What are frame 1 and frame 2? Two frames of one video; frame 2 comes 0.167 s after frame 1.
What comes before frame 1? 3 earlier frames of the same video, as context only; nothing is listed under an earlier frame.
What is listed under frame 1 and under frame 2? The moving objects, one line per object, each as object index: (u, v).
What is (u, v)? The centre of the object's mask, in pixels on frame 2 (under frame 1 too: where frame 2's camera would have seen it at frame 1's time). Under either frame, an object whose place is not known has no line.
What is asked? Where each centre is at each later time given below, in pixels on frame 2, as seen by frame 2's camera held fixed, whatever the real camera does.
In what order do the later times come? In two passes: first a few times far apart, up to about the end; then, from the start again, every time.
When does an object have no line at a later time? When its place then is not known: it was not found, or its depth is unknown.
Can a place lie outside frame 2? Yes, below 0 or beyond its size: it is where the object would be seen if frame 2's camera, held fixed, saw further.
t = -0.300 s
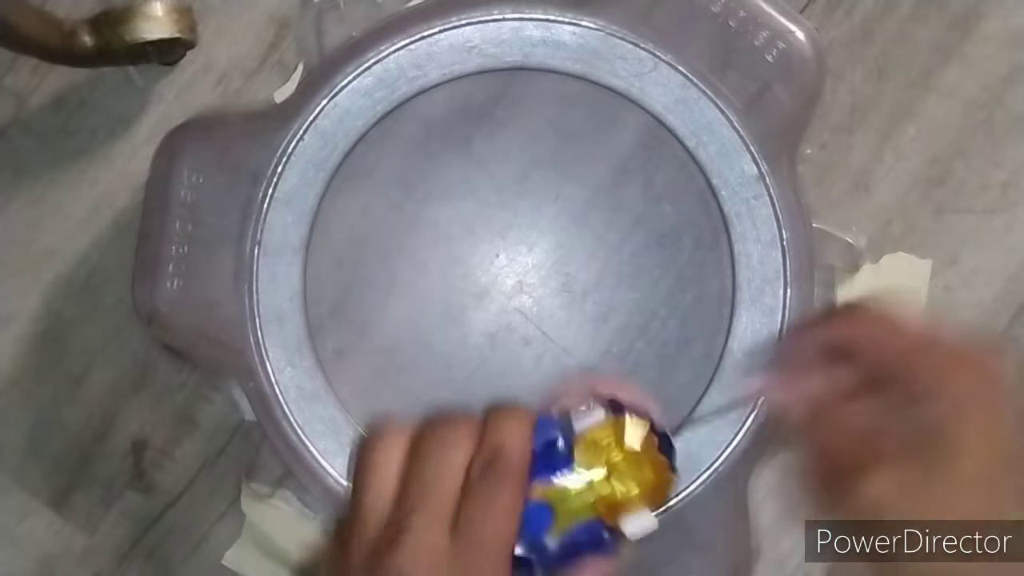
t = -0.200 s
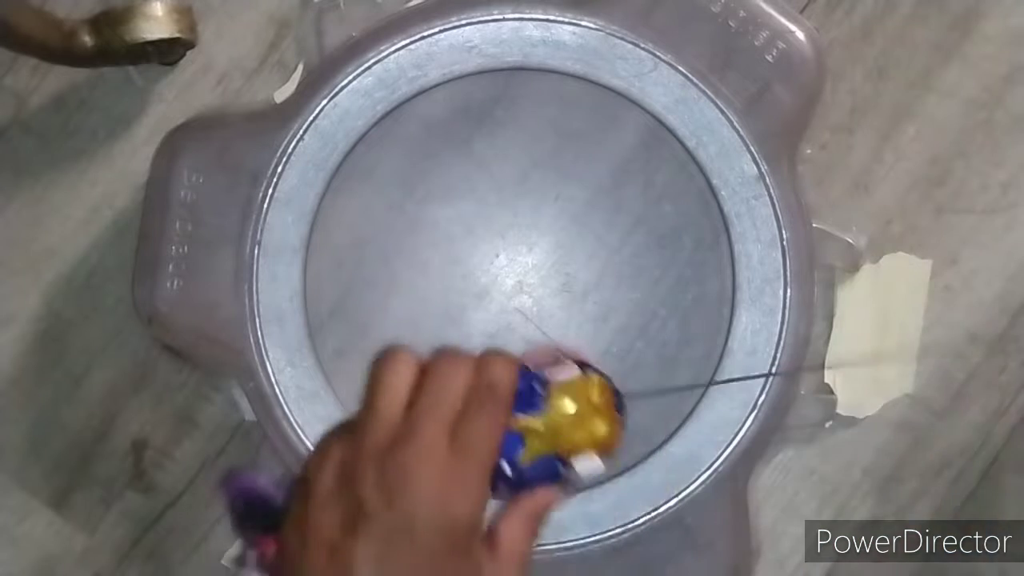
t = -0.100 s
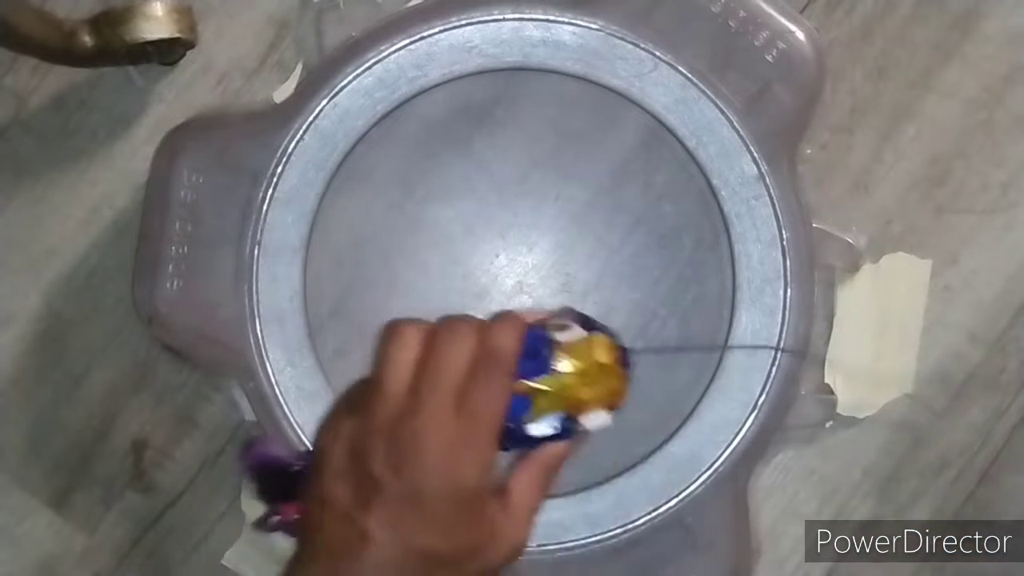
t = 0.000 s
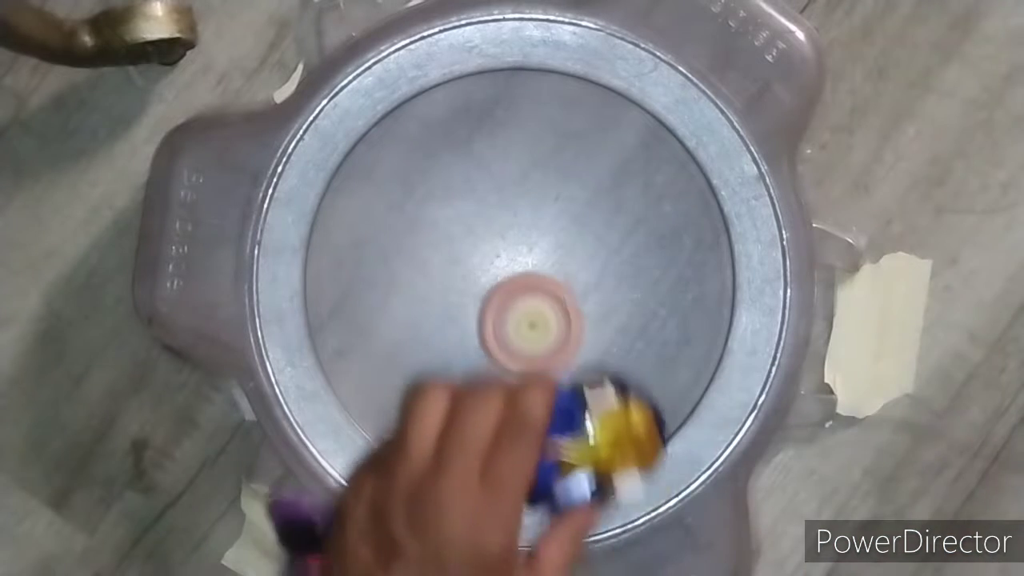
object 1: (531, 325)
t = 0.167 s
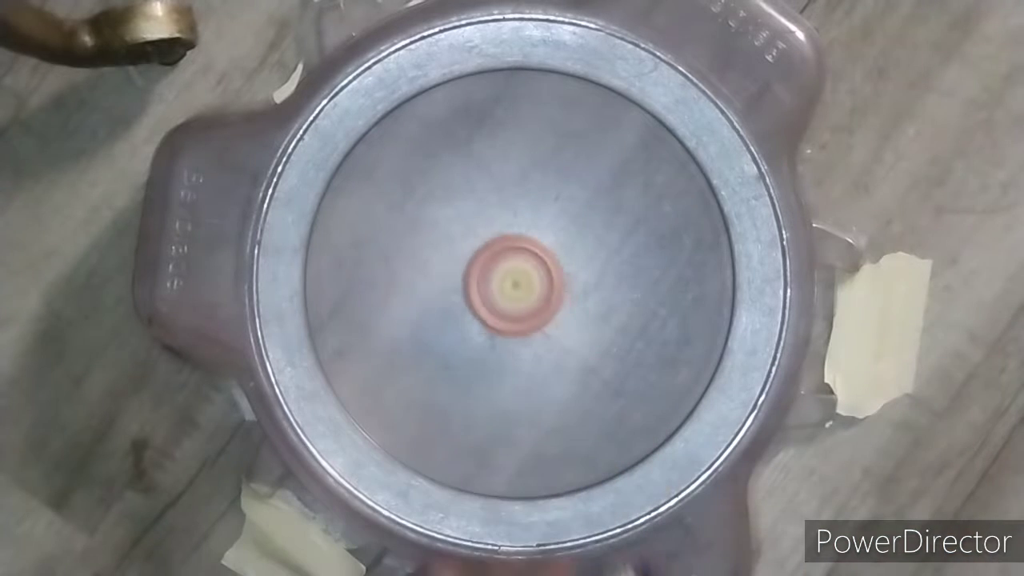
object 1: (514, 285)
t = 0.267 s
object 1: (511, 283)
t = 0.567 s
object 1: (520, 374)
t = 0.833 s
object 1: (476, 418)
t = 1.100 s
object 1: (439, 389)
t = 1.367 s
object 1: (473, 329)
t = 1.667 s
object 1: (558, 342)
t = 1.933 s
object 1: (576, 389)
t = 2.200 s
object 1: (547, 401)
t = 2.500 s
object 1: (536, 340)
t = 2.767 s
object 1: (573, 308)
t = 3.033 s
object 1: (596, 304)
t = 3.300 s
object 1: (602, 309)
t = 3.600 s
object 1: (578, 293)
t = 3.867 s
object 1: (571, 260)
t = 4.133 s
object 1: (576, 243)
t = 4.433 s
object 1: (565, 244)
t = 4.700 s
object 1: (541, 235)
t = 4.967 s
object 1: (528, 225)
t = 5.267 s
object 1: (515, 228)
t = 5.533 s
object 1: (498, 235)
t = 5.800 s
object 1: (480, 242)
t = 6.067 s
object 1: (468, 252)
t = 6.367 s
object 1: (465, 264)
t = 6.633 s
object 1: (468, 284)
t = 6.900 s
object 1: (462, 307)
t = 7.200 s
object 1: (459, 318)
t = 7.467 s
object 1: (472, 321)
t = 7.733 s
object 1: (489, 336)
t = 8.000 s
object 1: (500, 347)
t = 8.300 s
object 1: (516, 348)
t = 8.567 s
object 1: (531, 345)
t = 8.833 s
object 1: (548, 339)
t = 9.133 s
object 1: (562, 332)
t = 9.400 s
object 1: (565, 321)
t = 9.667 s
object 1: (564, 304)
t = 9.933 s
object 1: (563, 284)
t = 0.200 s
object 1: (511, 282)
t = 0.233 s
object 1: (511, 281)
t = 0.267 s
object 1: (511, 283)
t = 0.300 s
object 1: (514, 287)
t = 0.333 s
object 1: (518, 295)
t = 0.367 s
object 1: (523, 306)
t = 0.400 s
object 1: (526, 317)
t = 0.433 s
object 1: (527, 329)
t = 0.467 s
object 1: (527, 341)
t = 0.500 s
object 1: (526, 353)
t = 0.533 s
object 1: (524, 364)
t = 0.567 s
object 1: (520, 374)
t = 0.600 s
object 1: (515, 383)
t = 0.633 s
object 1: (510, 392)
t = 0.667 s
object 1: (505, 398)
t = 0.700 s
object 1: (499, 404)
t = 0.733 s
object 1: (493, 409)
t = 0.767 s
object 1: (488, 413)
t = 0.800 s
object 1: (482, 416)
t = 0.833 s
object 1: (476, 418)
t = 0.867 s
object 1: (469, 417)
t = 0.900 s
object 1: (464, 416)
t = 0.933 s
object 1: (458, 413)
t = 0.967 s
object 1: (452, 410)
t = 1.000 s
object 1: (447, 406)
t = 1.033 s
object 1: (444, 402)
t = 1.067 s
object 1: (441, 396)
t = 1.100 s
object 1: (439, 389)
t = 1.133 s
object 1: (436, 382)
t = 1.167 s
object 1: (437, 374)
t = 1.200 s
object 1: (438, 365)
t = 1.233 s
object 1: (442, 356)
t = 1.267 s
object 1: (447, 348)
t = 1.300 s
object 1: (454, 341)
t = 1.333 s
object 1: (463, 335)
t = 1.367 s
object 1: (473, 329)
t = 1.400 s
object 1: (484, 326)
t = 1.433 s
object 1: (494, 323)
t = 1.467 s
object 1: (504, 323)
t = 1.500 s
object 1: (515, 324)
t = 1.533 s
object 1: (525, 326)
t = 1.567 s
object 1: (535, 329)
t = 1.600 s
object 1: (543, 332)
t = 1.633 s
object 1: (552, 337)
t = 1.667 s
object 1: (558, 342)
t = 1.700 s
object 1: (565, 348)
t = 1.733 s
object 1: (569, 354)
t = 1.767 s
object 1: (573, 360)
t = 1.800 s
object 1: (576, 366)
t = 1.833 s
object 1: (578, 372)
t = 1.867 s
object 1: (578, 378)
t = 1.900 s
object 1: (577, 384)
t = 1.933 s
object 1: (576, 389)
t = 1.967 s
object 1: (574, 394)
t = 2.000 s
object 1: (572, 397)
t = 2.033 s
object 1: (569, 400)
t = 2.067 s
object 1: (566, 402)
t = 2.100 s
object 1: (561, 404)
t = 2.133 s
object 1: (557, 404)
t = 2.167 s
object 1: (552, 403)
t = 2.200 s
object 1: (547, 401)
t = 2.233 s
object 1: (542, 397)
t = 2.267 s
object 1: (537, 393)
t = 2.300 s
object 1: (534, 388)
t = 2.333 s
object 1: (530, 380)
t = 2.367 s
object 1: (529, 372)
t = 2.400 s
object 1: (529, 364)
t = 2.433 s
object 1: (530, 355)
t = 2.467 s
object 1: (532, 347)
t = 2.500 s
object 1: (536, 340)
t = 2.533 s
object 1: (540, 334)
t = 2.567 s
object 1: (545, 328)
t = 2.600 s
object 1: (550, 322)
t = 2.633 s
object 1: (555, 318)
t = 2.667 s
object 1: (560, 315)
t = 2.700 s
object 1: (564, 312)
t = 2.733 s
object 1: (569, 309)
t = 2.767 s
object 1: (573, 308)
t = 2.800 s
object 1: (577, 307)
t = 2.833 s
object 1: (581, 306)
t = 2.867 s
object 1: (585, 305)
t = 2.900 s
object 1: (587, 305)
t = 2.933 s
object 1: (589, 304)
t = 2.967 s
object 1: (592, 304)
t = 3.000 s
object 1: (594, 304)
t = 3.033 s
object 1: (596, 304)
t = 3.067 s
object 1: (599, 304)
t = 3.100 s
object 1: (601, 304)
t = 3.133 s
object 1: (602, 305)
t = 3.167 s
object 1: (603, 306)
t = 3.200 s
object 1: (604, 307)
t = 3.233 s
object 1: (603, 308)
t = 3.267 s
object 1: (603, 309)
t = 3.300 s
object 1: (602, 309)
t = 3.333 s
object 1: (602, 310)
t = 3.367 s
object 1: (600, 311)
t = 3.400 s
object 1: (596, 310)
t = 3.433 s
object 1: (593, 309)
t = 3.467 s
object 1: (590, 308)
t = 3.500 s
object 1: (585, 304)
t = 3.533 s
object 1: (583, 301)
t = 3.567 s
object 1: (580, 298)
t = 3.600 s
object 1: (578, 293)
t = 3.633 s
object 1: (575, 287)
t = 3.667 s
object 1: (575, 283)
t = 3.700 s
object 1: (573, 278)
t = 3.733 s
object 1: (572, 275)
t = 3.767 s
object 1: (571, 271)
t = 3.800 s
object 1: (571, 267)
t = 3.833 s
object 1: (571, 264)
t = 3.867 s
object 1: (571, 260)
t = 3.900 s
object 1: (571, 257)
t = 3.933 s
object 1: (573, 253)
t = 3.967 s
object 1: (574, 251)
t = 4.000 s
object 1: (574, 248)
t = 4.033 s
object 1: (575, 246)
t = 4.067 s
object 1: (575, 245)
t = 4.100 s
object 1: (575, 244)
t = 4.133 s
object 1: (576, 243)
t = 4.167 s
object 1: (576, 243)
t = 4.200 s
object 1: (575, 243)
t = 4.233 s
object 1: (575, 243)
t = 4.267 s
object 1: (574, 244)
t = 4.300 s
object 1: (572, 244)
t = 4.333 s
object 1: (571, 244)
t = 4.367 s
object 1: (569, 244)
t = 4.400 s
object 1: (567, 244)
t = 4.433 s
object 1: (565, 244)
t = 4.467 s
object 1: (562, 243)
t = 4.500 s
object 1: (559, 243)
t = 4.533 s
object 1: (556, 242)
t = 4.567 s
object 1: (553, 241)
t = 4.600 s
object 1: (550, 240)
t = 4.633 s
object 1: (546, 238)
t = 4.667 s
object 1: (543, 236)
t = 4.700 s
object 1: (541, 235)
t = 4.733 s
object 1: (538, 232)
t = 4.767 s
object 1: (536, 230)
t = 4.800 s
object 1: (534, 229)
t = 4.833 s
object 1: (532, 228)
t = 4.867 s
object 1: (531, 227)
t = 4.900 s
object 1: (530, 226)
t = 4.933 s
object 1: (529, 226)
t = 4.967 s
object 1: (528, 225)
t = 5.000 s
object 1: (527, 225)
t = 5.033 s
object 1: (526, 225)
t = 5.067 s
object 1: (524, 225)
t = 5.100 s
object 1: (523, 225)
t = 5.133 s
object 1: (521, 226)
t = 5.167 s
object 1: (520, 226)
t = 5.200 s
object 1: (519, 227)
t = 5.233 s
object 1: (516, 227)
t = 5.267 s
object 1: (515, 228)
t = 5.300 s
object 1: (513, 229)
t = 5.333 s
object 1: (511, 230)
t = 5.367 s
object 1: (510, 230)
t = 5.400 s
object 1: (508, 231)
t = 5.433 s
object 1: (506, 232)
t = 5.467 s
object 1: (504, 233)
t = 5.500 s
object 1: (501, 234)
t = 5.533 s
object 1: (498, 235)
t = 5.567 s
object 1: (496, 236)
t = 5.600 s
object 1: (493, 237)
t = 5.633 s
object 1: (491, 237)
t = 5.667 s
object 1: (489, 238)
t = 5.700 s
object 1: (486, 239)
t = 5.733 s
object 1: (484, 240)
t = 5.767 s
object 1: (482, 241)
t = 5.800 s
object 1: (480, 242)
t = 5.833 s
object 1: (479, 243)
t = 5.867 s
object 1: (477, 245)
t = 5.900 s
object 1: (475, 246)
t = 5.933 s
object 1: (473, 248)
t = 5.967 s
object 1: (472, 249)
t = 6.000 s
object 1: (471, 250)
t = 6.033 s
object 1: (470, 251)
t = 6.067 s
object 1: (468, 252)
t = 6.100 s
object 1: (467, 253)
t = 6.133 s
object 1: (467, 254)
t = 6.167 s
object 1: (466, 255)
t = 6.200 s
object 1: (465, 256)
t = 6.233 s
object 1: (464, 257)
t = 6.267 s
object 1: (464, 258)
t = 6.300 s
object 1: (464, 260)
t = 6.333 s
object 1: (464, 262)
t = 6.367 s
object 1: (465, 264)
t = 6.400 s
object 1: (466, 266)
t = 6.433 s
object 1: (466, 268)
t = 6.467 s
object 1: (467, 270)
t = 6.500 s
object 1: (467, 272)
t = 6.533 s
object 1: (467, 275)
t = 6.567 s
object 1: (468, 278)
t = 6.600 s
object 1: (468, 281)
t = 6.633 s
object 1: (468, 284)
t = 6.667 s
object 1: (467, 287)
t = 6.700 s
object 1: (467, 290)
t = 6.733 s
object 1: (466, 293)
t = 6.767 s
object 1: (466, 296)
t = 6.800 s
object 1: (465, 299)
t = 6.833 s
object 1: (464, 302)
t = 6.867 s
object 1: (463, 304)
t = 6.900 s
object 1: (462, 307)
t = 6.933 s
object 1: (461, 309)
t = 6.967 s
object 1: (461, 311)
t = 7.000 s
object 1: (460, 313)
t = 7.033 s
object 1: (459, 315)
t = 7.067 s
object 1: (459, 316)
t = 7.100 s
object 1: (458, 317)
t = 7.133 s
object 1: (458, 317)
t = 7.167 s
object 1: (458, 317)
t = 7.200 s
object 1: (459, 318)
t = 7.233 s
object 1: (459, 318)
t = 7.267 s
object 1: (460, 318)
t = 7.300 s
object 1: (462, 318)
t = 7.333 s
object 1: (463, 318)
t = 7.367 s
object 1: (465, 318)
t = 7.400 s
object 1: (467, 319)
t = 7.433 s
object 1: (470, 320)
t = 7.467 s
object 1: (472, 321)
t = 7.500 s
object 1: (474, 323)
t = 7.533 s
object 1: (477, 325)
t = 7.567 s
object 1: (479, 326)
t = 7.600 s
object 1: (481, 328)
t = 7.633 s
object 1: (483, 330)
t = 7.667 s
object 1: (485, 332)
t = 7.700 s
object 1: (487, 334)
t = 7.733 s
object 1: (489, 336)
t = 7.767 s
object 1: (491, 338)
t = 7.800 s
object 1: (493, 340)
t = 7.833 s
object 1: (494, 342)
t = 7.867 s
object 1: (495, 343)
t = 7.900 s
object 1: (496, 345)
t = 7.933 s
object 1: (497, 345)
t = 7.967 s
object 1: (498, 346)
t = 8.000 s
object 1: (500, 347)
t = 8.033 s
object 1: (501, 347)
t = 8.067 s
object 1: (503, 348)
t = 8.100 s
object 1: (505, 348)
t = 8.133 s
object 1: (507, 348)
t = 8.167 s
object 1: (508, 348)
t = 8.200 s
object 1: (510, 348)
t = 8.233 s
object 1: (512, 348)
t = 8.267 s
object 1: (514, 348)
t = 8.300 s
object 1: (516, 348)
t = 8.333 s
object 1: (518, 348)
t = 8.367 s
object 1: (520, 348)
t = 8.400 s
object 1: (521, 348)
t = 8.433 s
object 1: (523, 347)
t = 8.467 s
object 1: (525, 347)
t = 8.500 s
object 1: (527, 346)
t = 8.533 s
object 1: (529, 346)
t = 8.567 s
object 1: (531, 345)
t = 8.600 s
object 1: (533, 344)
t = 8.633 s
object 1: (535, 343)
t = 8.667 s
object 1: (537, 342)
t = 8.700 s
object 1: (539, 342)
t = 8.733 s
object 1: (542, 341)
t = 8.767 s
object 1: (544, 340)
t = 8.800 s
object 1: (546, 339)
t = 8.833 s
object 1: (548, 339)
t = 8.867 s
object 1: (551, 338)
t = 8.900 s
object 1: (553, 338)
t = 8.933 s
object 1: (555, 337)
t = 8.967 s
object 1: (556, 336)
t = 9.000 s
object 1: (557, 336)
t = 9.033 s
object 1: (559, 335)
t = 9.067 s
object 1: (561, 334)
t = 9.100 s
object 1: (562, 333)
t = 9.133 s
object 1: (562, 332)
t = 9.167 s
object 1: (563, 332)
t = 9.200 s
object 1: (563, 330)
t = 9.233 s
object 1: (564, 329)
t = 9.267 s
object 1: (564, 328)
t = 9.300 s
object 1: (564, 326)
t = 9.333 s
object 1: (564, 325)
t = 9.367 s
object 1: (564, 323)
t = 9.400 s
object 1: (565, 321)
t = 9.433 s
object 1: (565, 319)
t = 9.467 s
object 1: (565, 317)
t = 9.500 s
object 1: (565, 316)
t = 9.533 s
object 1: (565, 313)
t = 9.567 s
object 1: (565, 311)
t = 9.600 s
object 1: (564, 308)
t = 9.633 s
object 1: (564, 306)
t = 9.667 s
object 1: (564, 304)
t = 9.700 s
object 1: (564, 302)
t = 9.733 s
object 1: (564, 300)
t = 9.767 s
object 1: (564, 297)
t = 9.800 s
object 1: (564, 294)
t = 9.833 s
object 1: (563, 292)
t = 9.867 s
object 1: (563, 290)
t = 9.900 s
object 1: (563, 287)
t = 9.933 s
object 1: (563, 284)
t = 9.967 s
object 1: (563, 282)
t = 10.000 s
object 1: (562, 280)
